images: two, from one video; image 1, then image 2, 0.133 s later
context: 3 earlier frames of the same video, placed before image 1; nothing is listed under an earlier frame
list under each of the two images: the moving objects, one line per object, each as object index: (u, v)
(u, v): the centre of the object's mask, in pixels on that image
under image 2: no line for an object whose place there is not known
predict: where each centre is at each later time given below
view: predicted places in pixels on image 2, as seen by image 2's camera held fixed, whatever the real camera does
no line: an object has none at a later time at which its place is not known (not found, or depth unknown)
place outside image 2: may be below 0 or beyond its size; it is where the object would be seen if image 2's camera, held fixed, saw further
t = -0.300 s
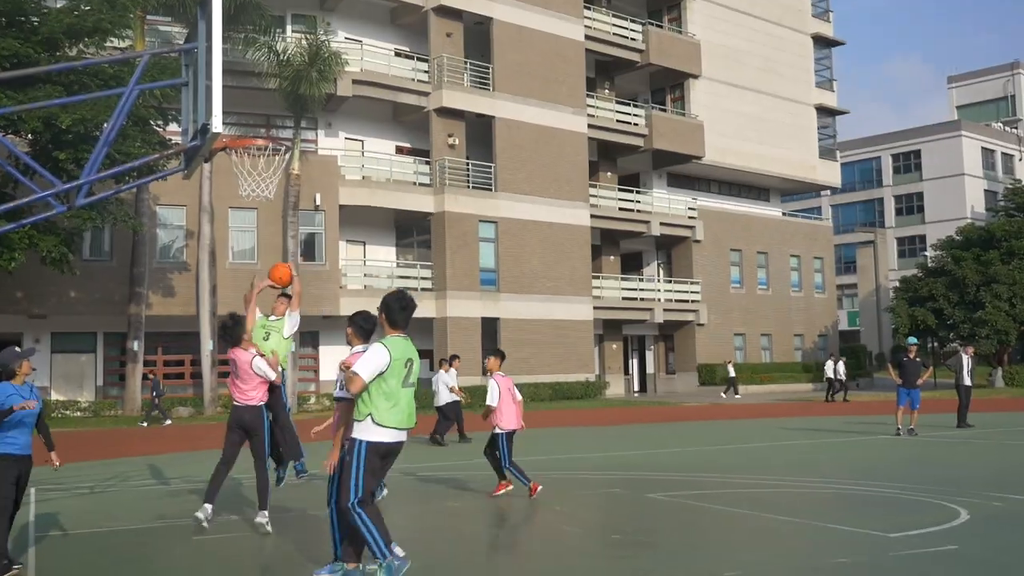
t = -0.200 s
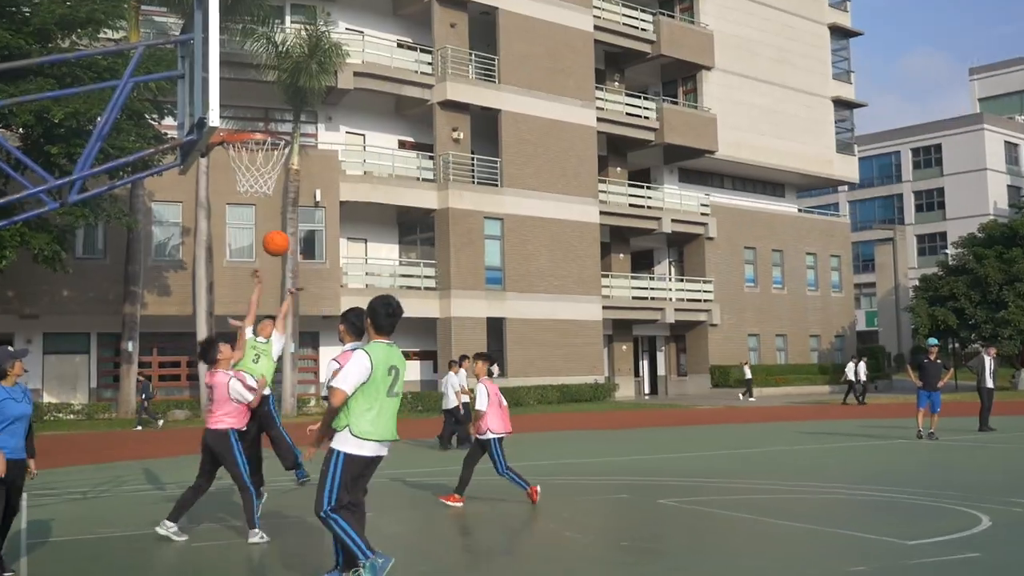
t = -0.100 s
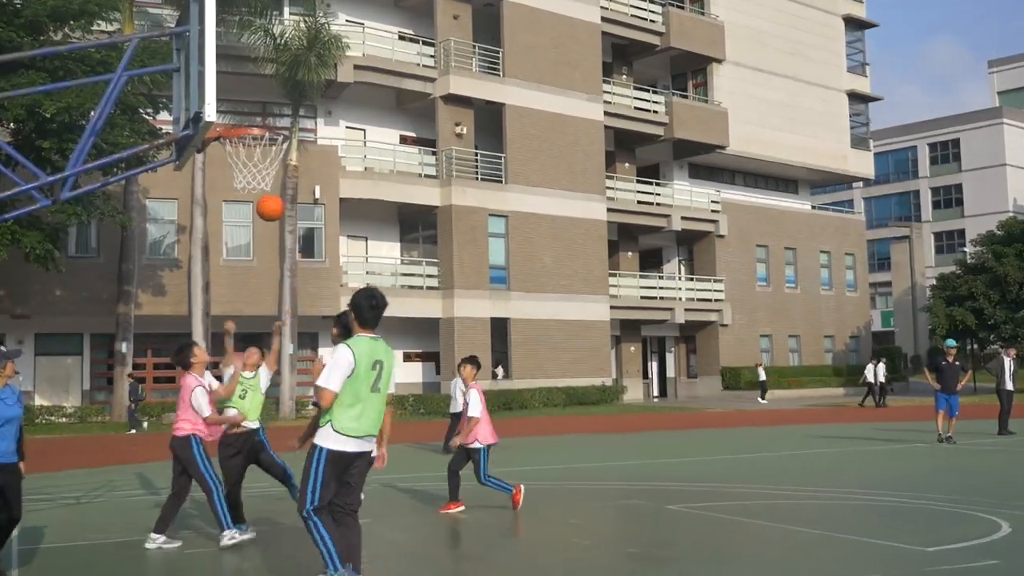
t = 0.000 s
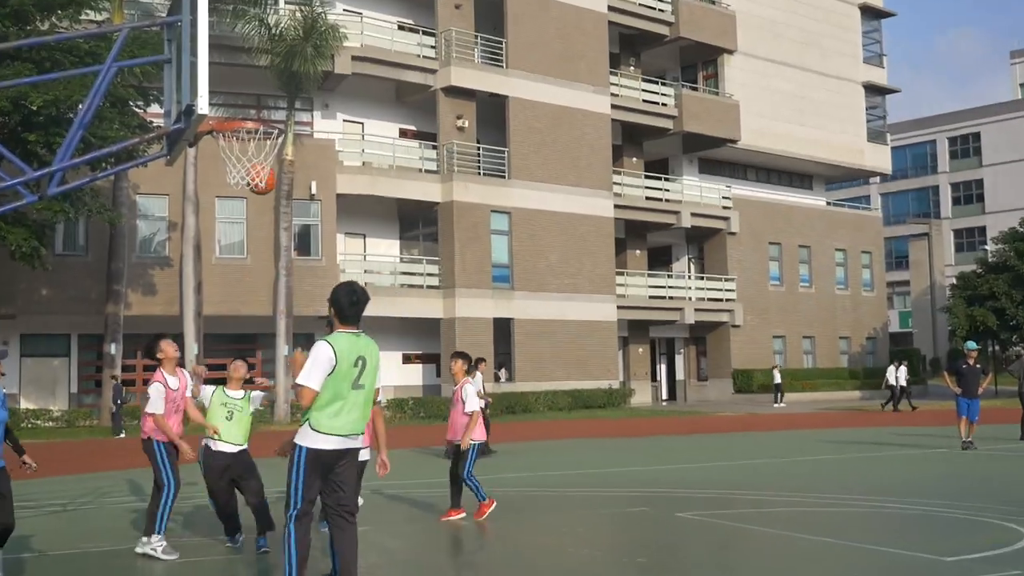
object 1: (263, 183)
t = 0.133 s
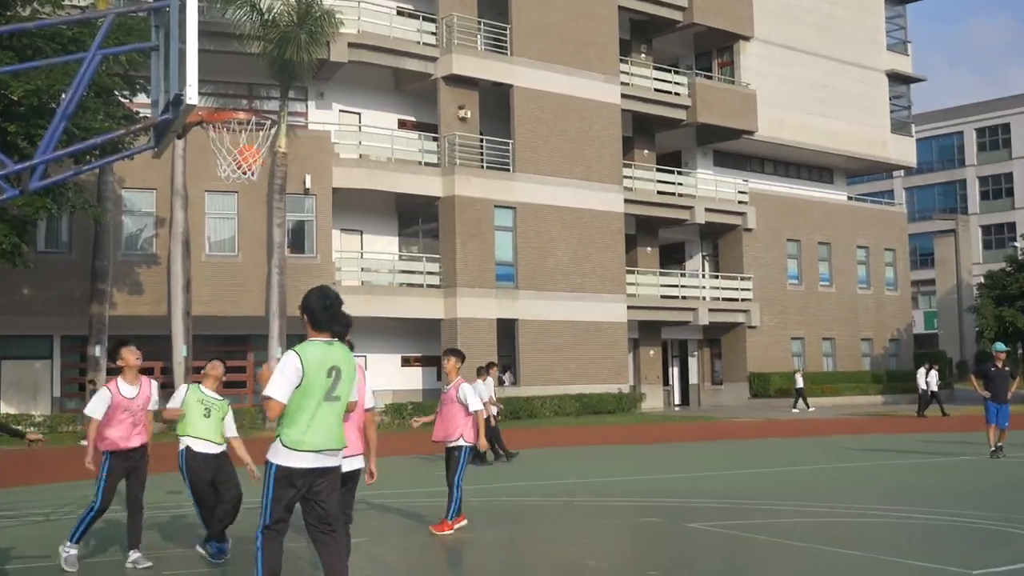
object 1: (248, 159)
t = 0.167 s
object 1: (245, 158)
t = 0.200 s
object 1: (244, 159)
